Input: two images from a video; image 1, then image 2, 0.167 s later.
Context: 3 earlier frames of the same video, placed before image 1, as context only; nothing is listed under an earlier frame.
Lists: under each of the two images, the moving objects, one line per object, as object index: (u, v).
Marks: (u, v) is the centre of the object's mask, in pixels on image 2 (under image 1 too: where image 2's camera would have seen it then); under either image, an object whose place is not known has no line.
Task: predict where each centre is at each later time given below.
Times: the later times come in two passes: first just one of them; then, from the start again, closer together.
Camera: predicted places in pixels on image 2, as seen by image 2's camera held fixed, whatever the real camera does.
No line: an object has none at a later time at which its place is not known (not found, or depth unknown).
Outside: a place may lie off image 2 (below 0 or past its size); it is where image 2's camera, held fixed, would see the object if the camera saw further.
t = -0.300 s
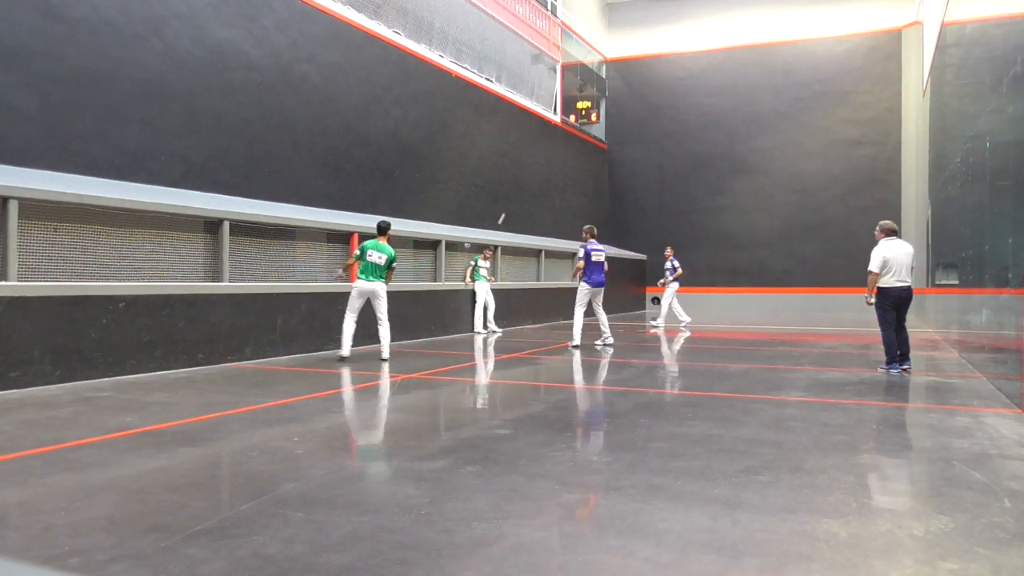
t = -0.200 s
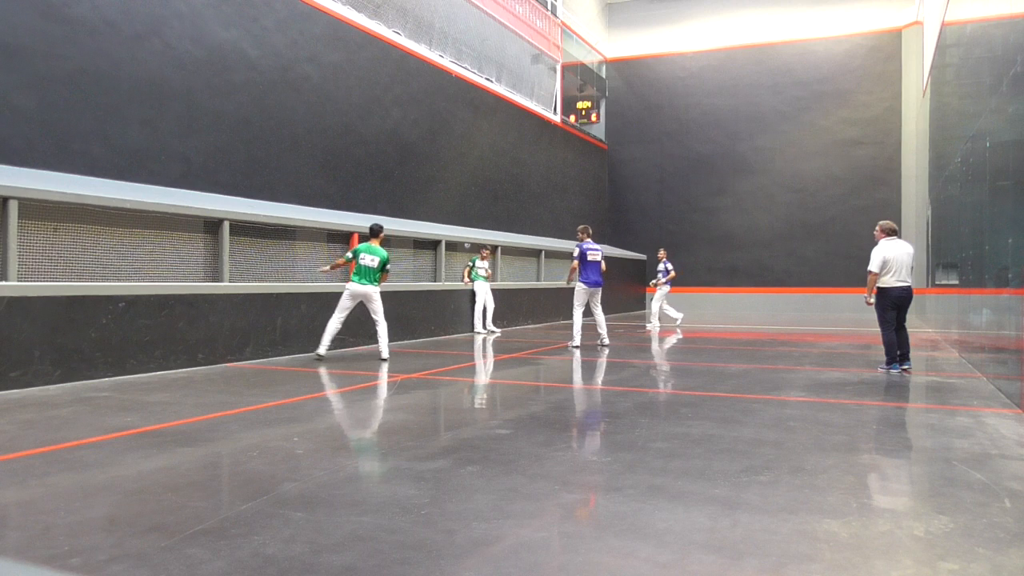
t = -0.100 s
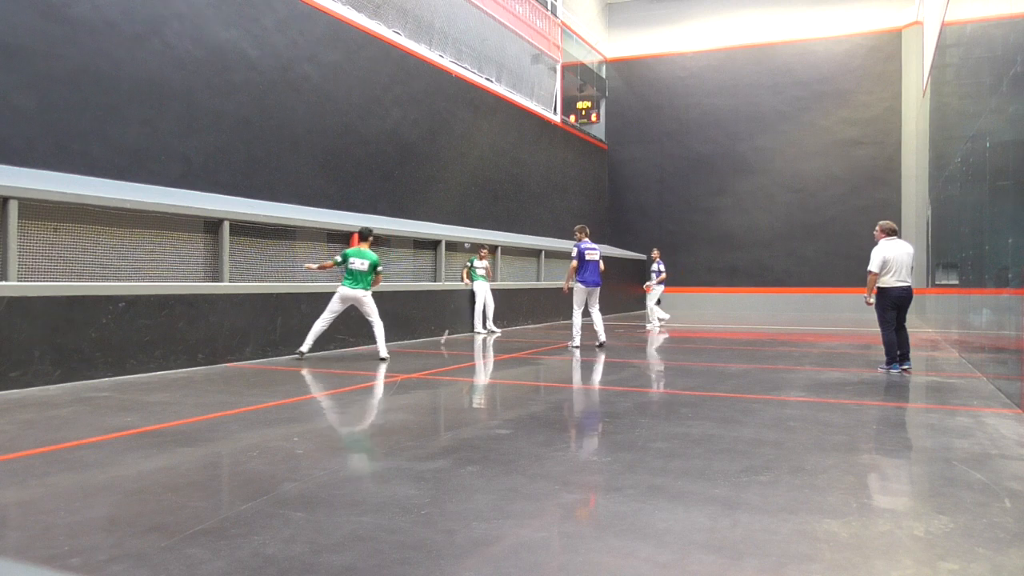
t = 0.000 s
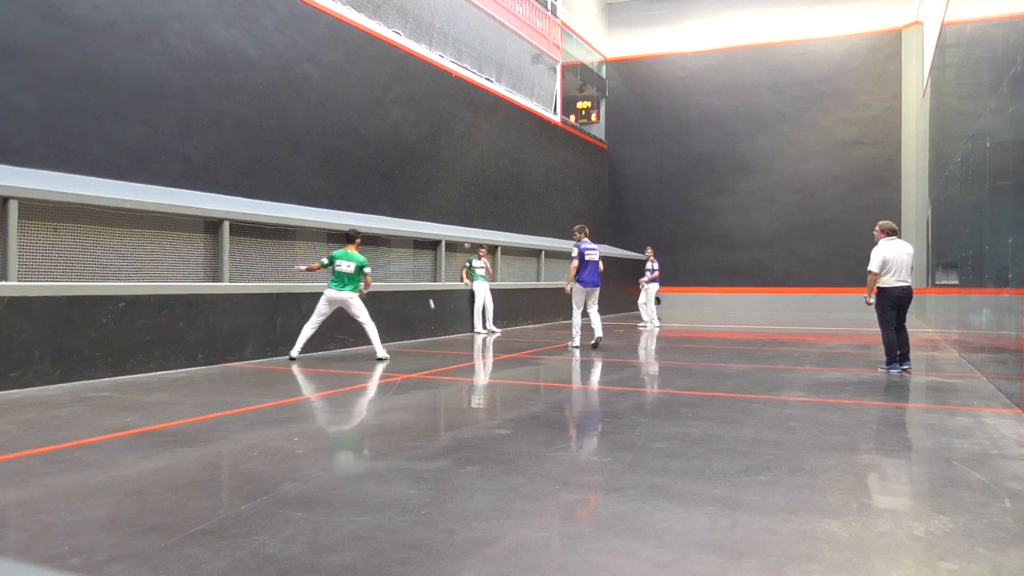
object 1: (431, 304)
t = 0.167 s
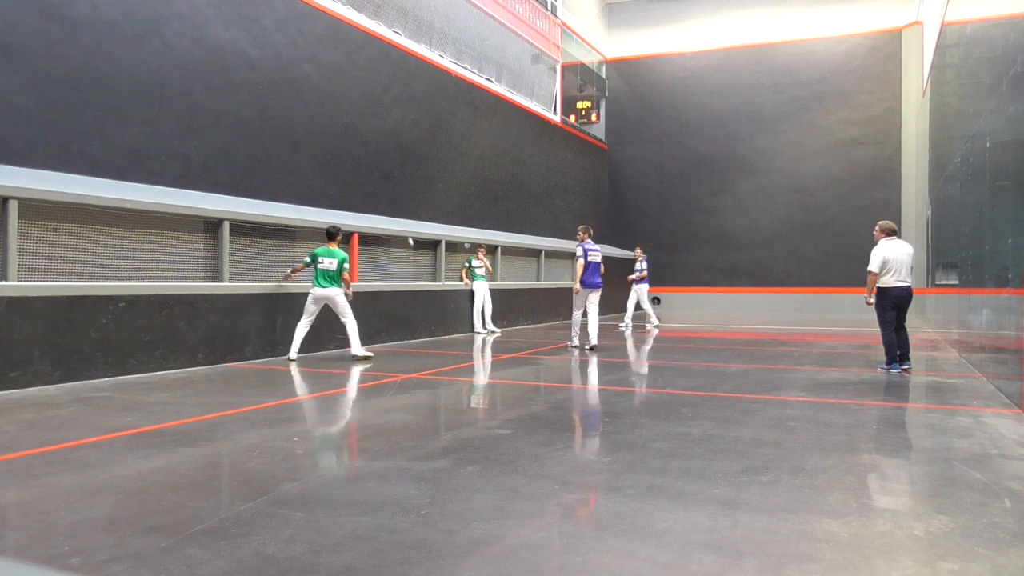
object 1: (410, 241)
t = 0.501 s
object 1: (368, 175)
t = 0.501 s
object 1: (368, 175)
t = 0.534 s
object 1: (362, 172)
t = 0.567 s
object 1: (356, 169)
